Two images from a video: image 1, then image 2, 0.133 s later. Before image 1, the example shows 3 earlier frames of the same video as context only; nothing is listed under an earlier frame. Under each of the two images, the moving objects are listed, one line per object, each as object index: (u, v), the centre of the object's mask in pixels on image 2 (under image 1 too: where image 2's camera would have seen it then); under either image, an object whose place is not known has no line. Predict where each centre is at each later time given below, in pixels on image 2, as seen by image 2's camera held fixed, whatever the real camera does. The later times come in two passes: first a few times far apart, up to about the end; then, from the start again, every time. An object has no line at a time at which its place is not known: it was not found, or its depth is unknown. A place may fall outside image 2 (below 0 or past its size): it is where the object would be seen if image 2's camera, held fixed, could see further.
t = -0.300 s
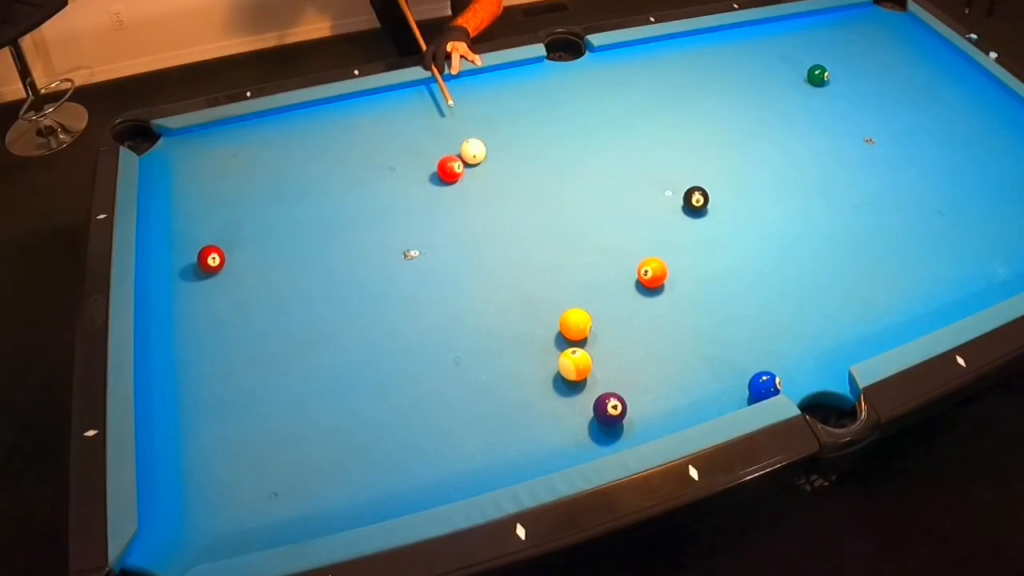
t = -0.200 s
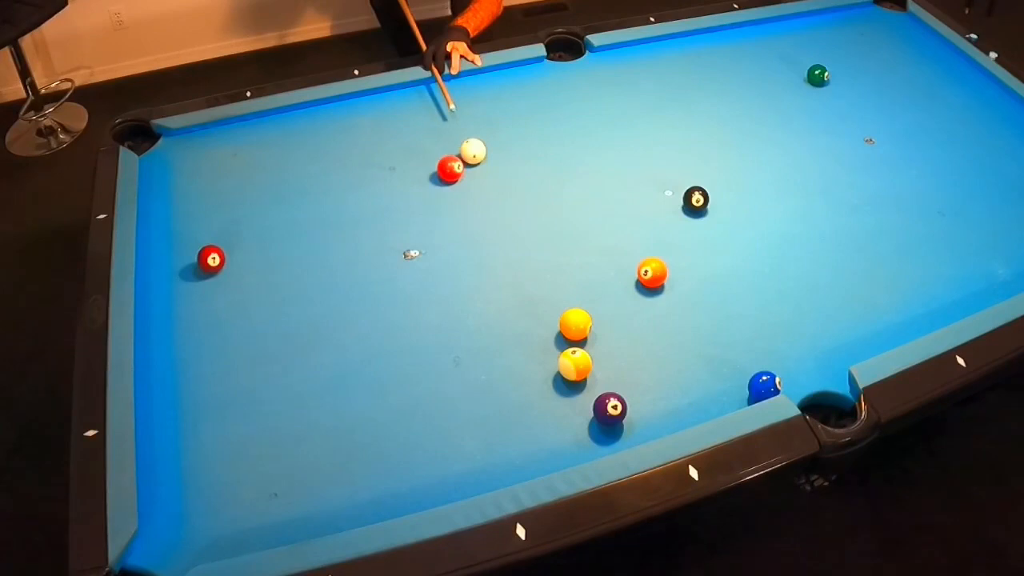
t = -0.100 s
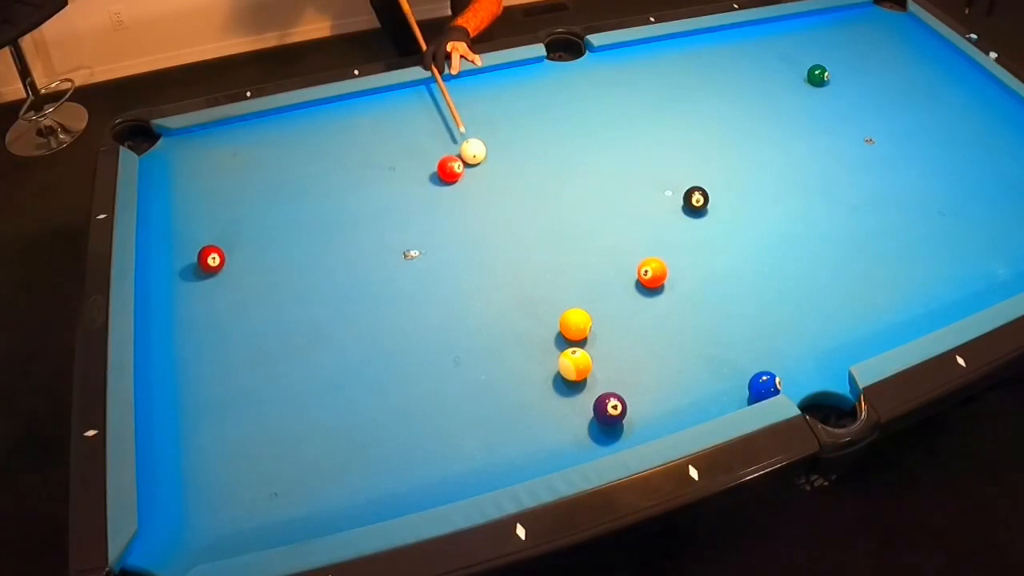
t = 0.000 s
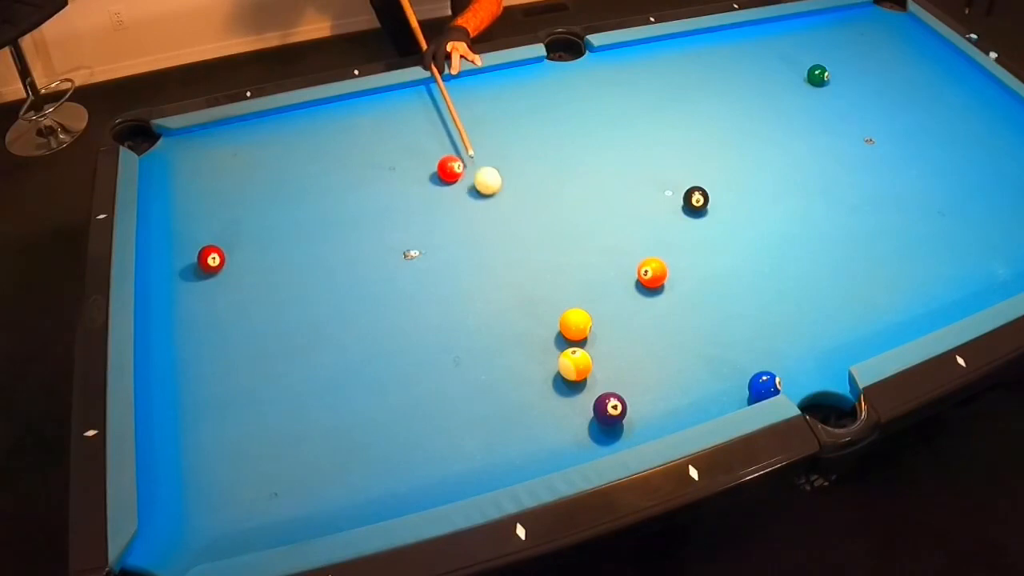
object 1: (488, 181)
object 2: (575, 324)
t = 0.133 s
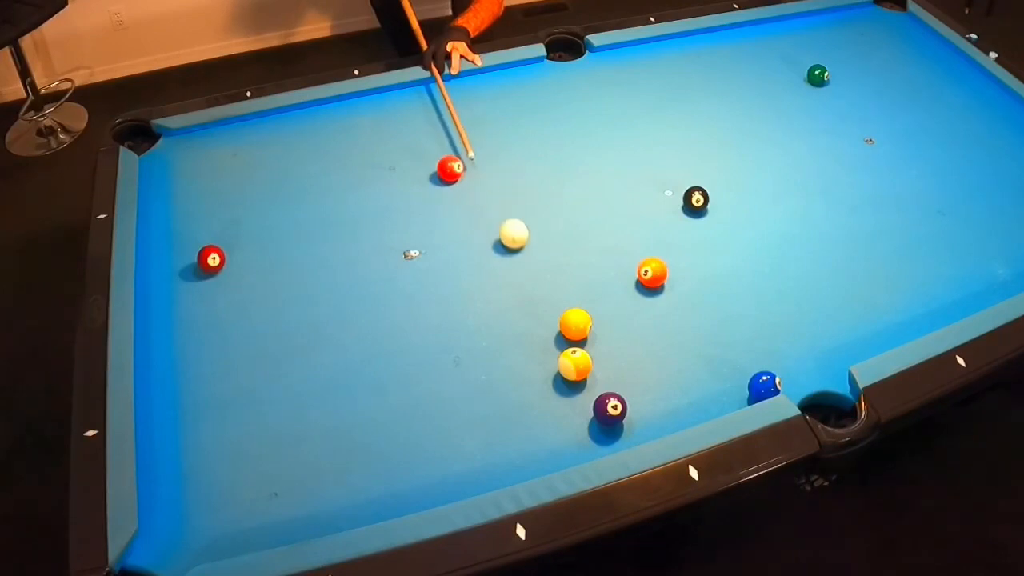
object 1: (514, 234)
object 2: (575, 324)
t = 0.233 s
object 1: (536, 278)
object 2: (575, 324)
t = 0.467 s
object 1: (527, 351)
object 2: (638, 365)
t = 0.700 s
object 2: (706, 403)
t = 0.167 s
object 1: (521, 248)
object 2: (575, 324)
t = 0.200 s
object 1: (528, 263)
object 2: (575, 324)
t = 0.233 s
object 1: (536, 278)
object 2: (575, 324)
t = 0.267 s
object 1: (544, 294)
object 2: (575, 324)
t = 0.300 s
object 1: (550, 309)
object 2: (577, 325)
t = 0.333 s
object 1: (543, 316)
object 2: (592, 335)
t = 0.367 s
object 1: (538, 324)
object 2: (605, 344)
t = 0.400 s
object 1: (534, 333)
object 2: (617, 351)
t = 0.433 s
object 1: (530, 342)
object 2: (628, 358)
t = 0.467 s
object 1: (527, 351)
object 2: (638, 365)
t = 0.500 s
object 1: (522, 361)
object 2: (649, 372)
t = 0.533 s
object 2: (660, 379)
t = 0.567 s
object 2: (671, 386)
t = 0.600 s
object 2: (681, 393)
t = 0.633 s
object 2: (692, 400)
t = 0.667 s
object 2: (703, 406)
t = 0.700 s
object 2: (706, 403)
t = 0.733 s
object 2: (705, 397)
